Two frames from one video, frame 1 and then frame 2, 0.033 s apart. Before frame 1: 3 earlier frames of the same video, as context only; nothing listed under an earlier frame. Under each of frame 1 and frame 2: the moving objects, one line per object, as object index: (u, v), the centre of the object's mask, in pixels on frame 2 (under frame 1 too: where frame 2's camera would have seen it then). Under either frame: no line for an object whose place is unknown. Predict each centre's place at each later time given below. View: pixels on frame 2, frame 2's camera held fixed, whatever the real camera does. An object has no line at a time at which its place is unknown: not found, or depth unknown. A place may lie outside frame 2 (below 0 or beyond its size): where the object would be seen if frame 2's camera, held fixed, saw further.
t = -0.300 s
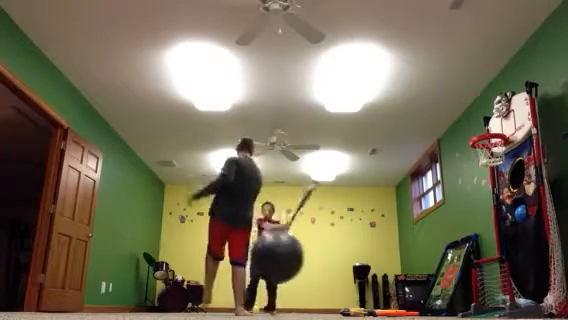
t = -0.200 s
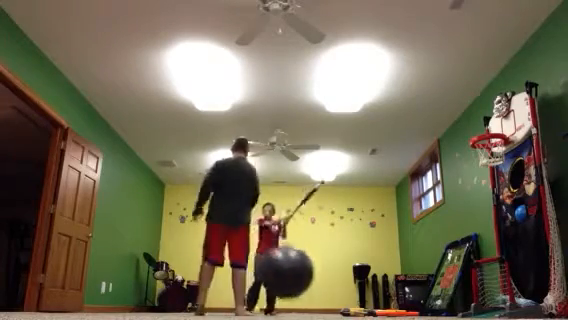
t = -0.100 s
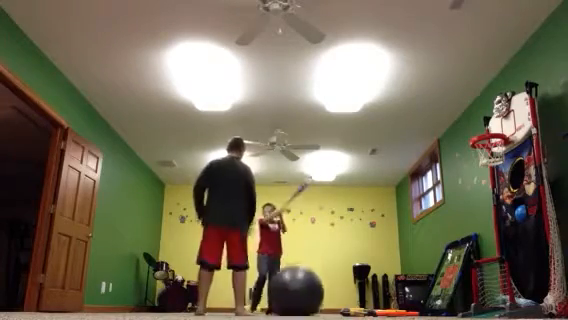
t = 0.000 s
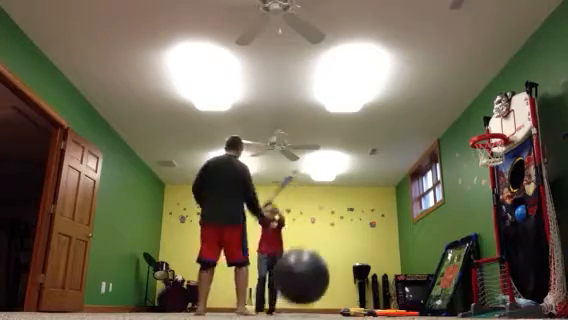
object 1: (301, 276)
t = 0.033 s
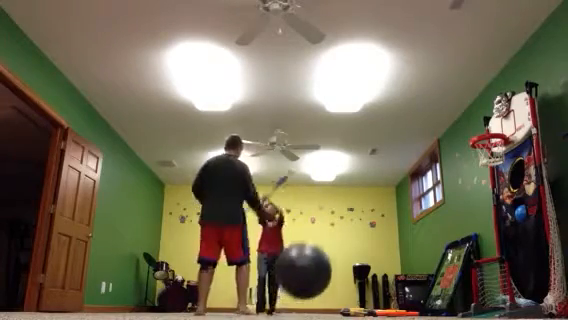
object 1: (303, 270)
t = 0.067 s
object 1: (305, 266)
